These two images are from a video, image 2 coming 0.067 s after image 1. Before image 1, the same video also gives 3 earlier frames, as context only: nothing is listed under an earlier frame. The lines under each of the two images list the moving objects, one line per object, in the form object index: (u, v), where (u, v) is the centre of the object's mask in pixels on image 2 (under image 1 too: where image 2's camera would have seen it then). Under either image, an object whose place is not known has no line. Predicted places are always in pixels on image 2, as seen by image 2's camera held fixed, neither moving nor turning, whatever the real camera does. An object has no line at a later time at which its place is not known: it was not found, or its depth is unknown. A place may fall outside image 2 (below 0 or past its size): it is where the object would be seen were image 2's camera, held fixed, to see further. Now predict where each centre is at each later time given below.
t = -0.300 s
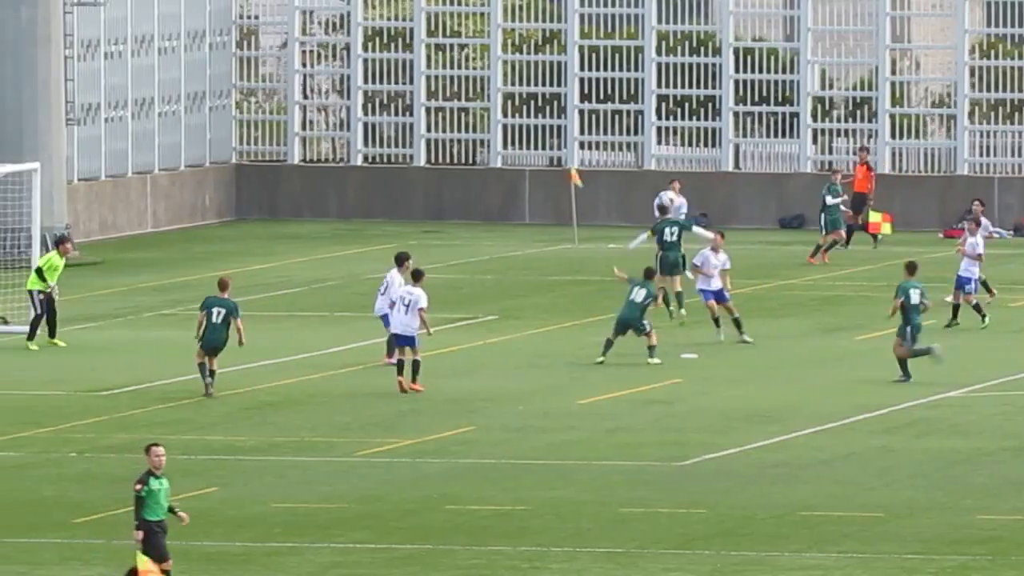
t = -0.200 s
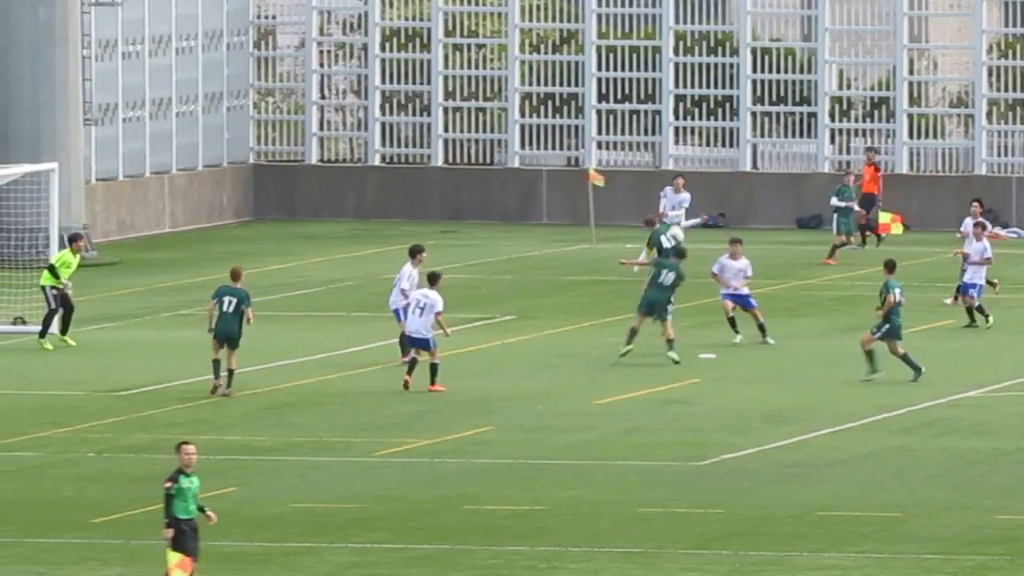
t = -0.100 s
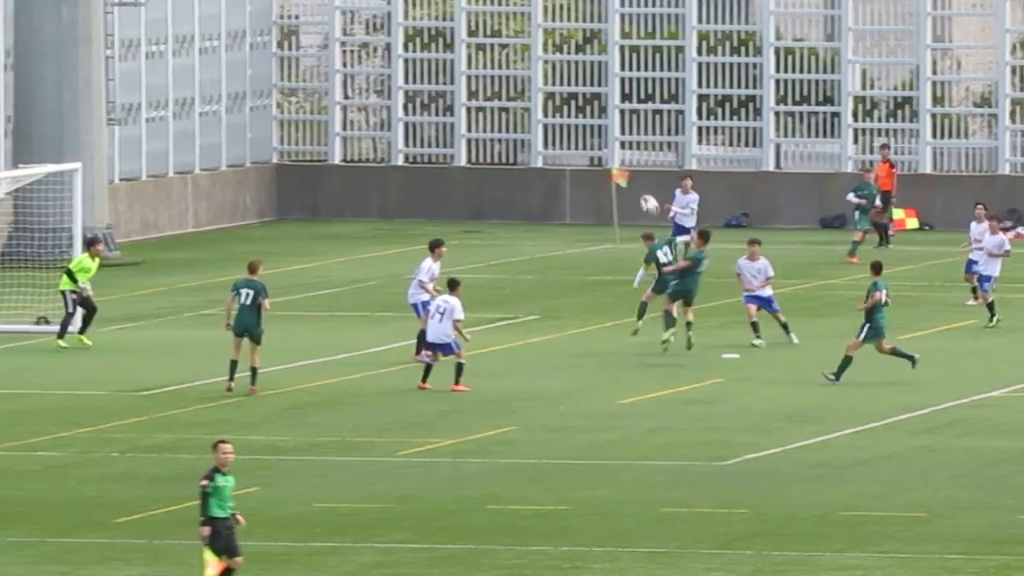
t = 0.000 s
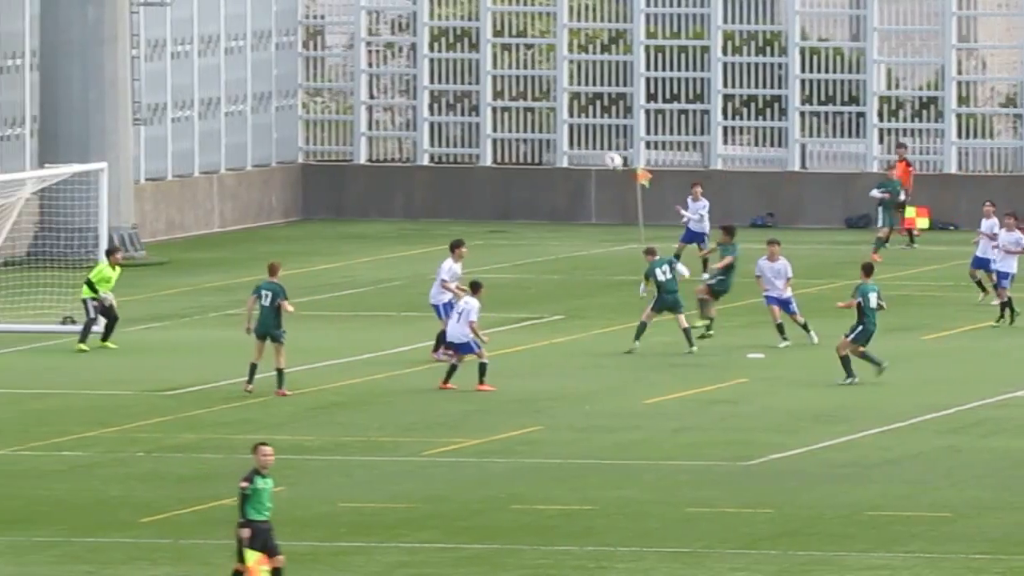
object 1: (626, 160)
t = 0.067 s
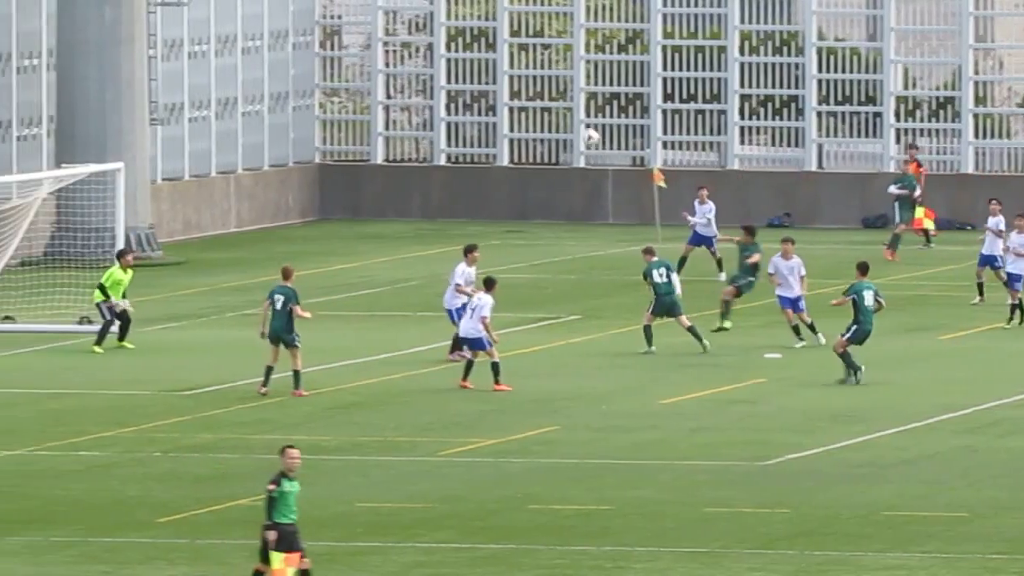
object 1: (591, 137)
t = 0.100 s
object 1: (576, 126)
